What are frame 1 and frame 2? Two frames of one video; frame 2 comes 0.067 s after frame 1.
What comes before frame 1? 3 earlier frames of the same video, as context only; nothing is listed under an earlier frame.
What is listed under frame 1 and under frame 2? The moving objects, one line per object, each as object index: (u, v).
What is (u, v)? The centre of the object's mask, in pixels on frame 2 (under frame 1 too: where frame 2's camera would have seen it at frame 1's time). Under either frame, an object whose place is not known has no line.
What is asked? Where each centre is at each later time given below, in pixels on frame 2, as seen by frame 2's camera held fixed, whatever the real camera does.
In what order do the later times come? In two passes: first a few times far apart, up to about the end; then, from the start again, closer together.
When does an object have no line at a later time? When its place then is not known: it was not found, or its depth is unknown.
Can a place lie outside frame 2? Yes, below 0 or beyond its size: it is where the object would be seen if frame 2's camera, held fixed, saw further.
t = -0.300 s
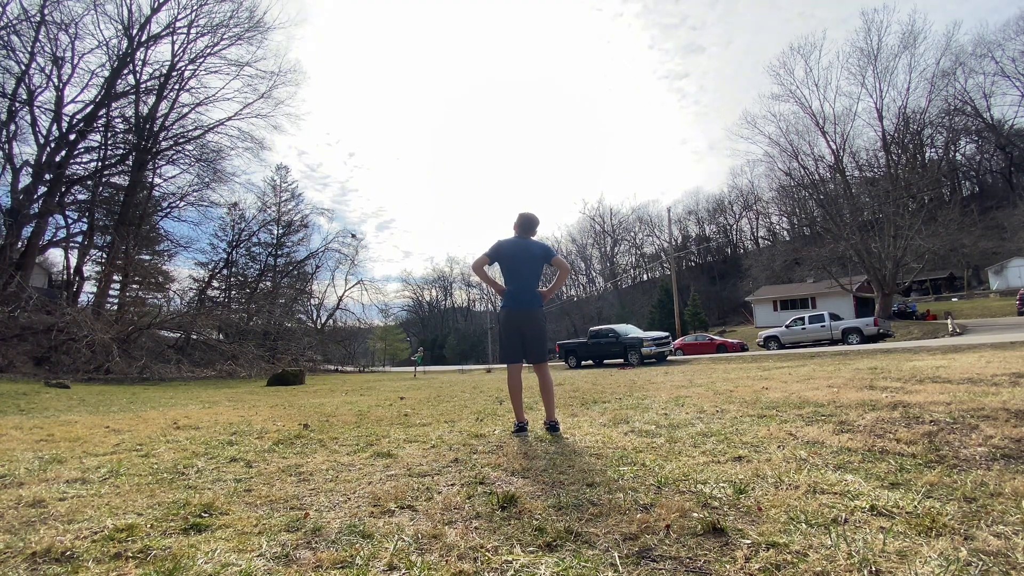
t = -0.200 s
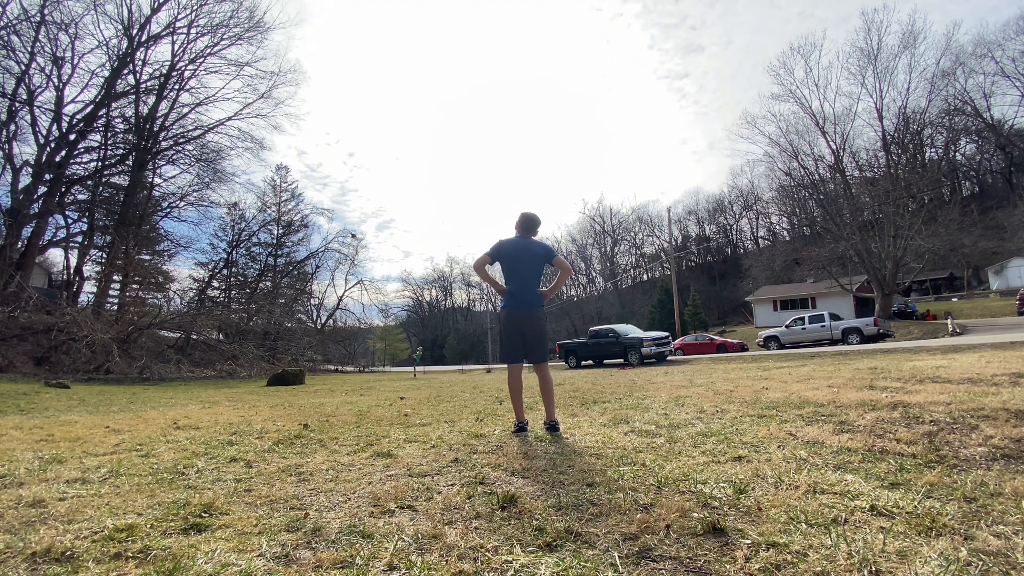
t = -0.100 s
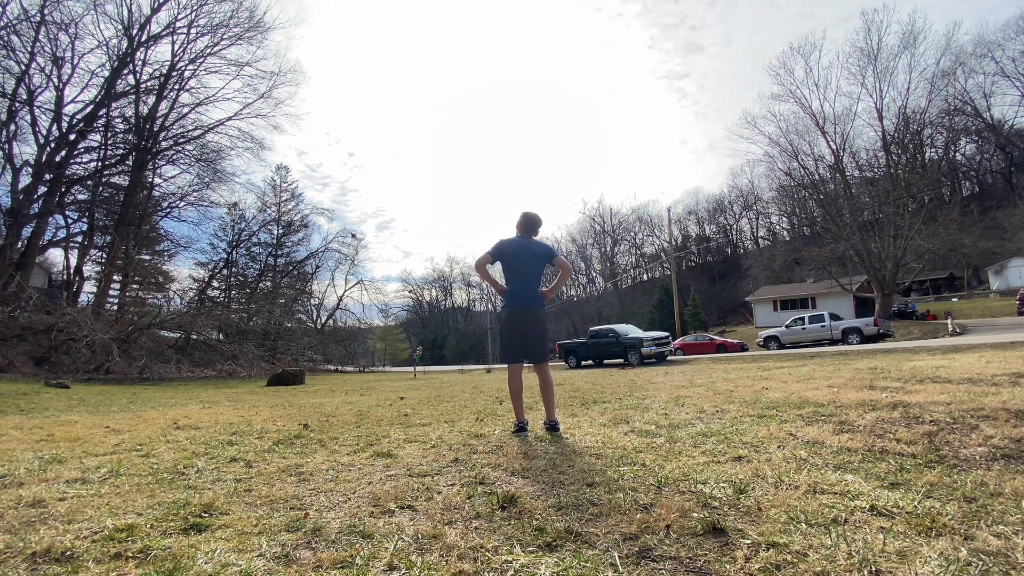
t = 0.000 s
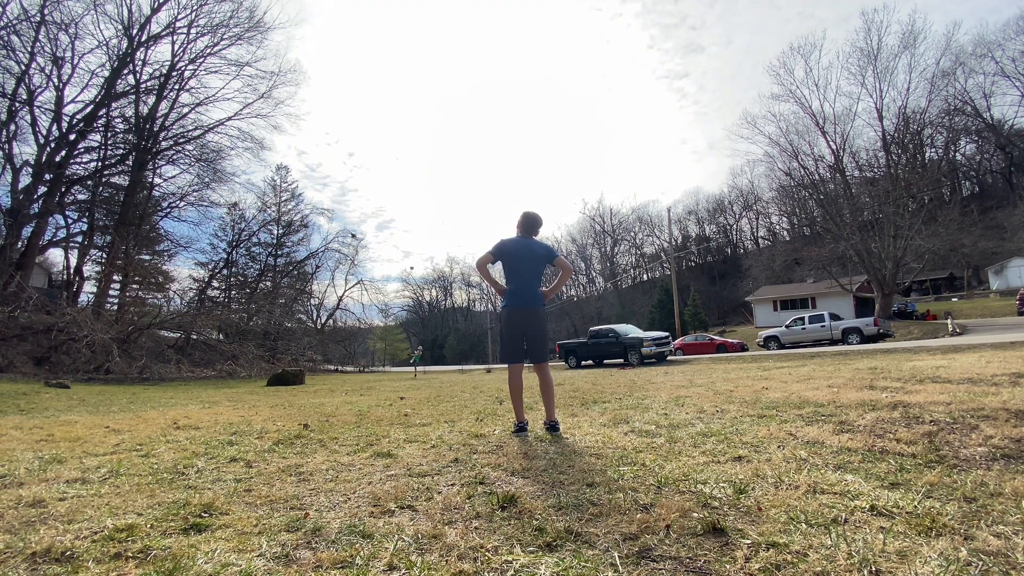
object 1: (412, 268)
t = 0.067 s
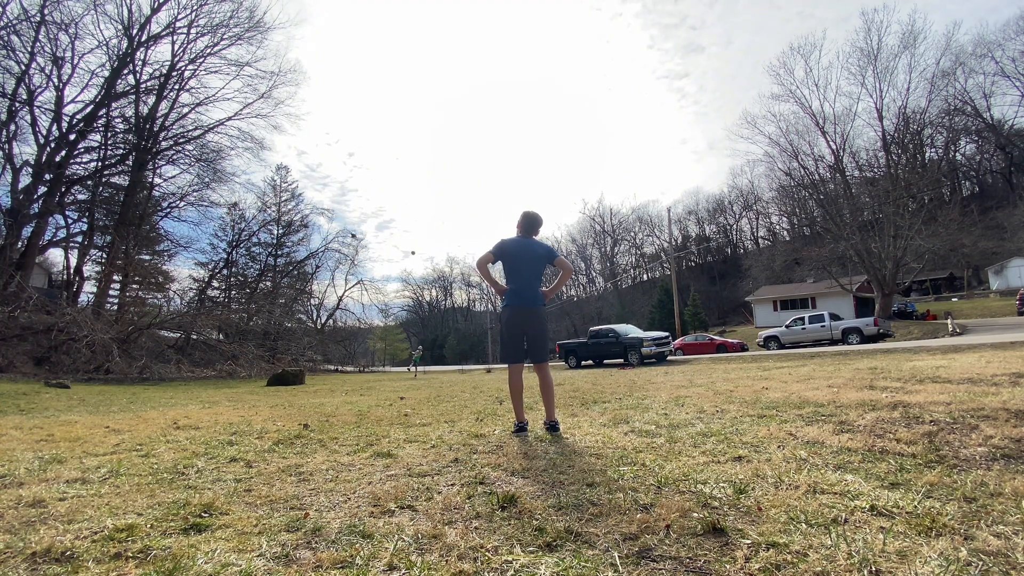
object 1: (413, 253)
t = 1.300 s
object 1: (496, 127)
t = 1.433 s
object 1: (522, 165)
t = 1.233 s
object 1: (485, 117)
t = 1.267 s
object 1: (490, 122)
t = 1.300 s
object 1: (496, 127)
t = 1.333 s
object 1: (501, 134)
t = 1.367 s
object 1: (508, 143)
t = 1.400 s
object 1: (514, 153)
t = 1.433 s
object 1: (522, 165)
